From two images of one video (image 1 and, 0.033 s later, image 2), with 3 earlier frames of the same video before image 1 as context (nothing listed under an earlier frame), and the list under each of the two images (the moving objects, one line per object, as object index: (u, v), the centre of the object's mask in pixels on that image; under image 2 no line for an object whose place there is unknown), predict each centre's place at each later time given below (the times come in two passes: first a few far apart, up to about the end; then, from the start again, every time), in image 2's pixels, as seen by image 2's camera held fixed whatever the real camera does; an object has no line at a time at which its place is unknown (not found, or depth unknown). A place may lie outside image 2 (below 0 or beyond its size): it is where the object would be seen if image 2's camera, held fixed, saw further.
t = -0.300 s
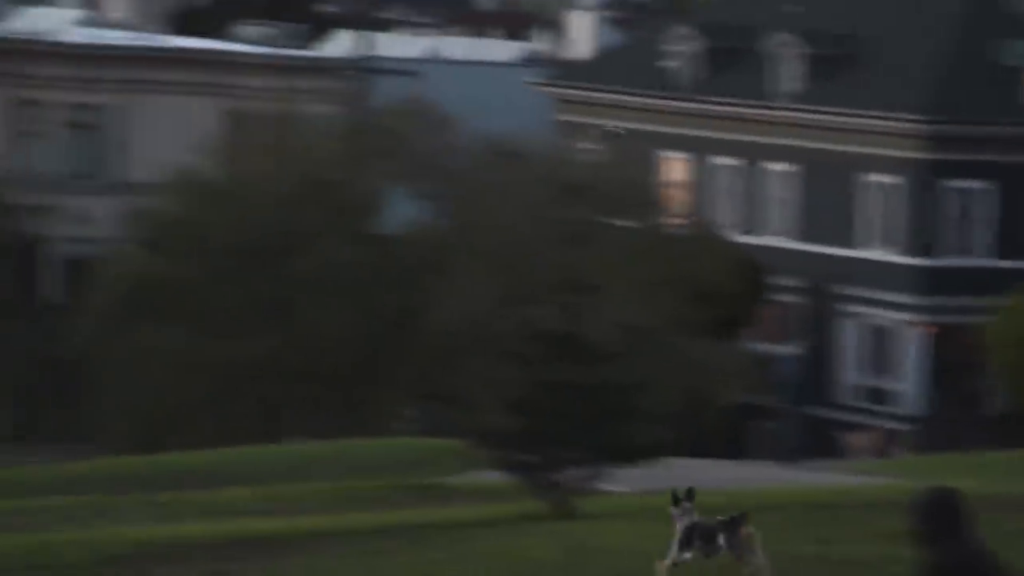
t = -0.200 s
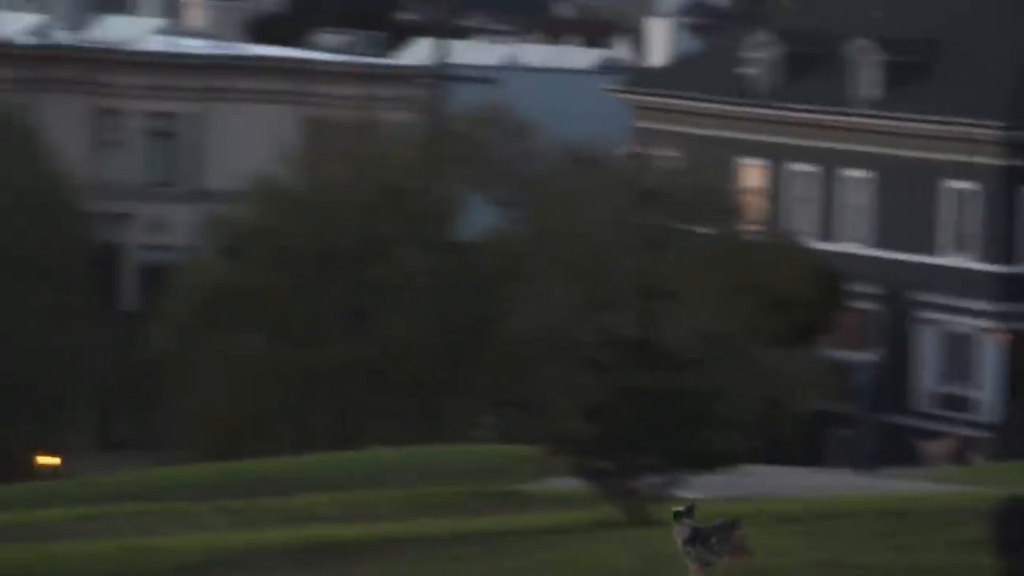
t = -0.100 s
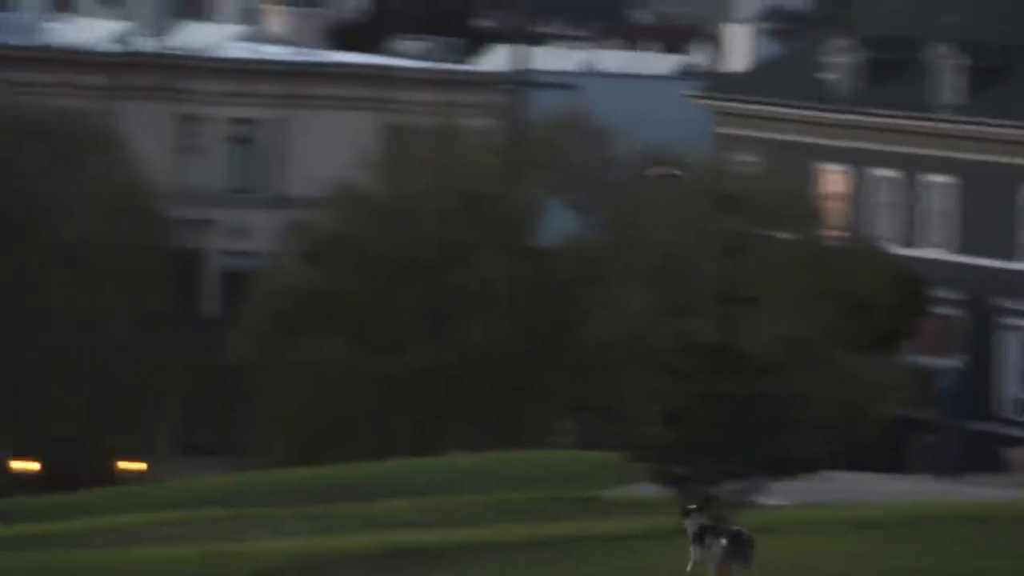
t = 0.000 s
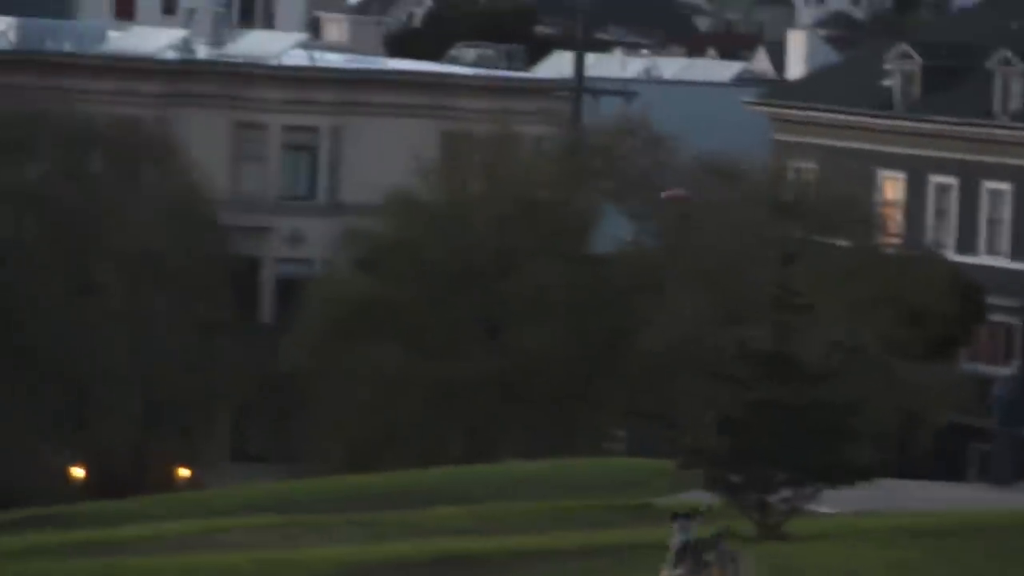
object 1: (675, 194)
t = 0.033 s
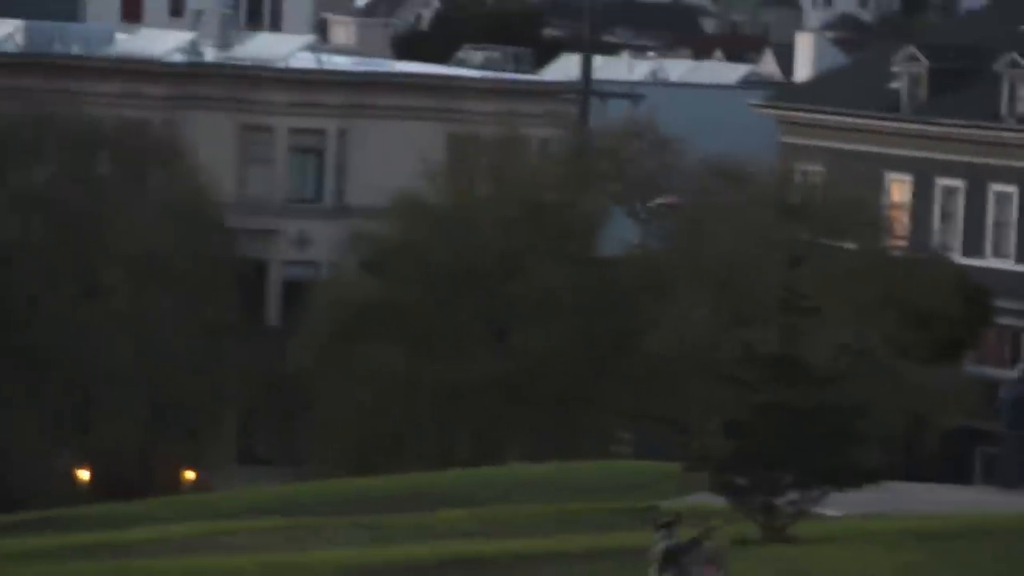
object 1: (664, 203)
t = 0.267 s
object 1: (575, 239)
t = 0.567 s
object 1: (457, 293)
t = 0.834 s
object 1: (359, 342)
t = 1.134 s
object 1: (246, 404)
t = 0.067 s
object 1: (649, 208)
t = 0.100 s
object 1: (640, 210)
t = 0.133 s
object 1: (622, 216)
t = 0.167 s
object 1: (610, 222)
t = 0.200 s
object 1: (593, 227)
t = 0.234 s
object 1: (584, 232)
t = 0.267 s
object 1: (575, 239)
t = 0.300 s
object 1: (557, 244)
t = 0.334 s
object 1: (545, 250)
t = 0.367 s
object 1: (533, 256)
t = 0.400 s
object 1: (519, 263)
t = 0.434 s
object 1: (507, 269)
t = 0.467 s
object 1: (494, 274)
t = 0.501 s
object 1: (483, 280)
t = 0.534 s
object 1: (469, 287)
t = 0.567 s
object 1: (457, 293)
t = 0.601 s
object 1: (444, 300)
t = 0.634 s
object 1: (432, 306)
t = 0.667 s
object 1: (420, 311)
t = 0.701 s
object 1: (408, 317)
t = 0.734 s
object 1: (396, 324)
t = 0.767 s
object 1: (385, 330)
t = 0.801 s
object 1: (373, 336)
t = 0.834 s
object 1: (359, 342)
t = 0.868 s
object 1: (346, 348)
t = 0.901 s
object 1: (335, 354)
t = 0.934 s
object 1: (321, 361)
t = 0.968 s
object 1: (311, 366)
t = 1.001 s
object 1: (298, 373)
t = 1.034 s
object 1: (284, 381)
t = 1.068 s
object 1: (272, 388)
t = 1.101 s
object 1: (258, 396)
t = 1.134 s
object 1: (246, 404)
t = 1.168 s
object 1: (233, 411)
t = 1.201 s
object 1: (220, 419)
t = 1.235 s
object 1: (207, 428)
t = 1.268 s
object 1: (193, 435)
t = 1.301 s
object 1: (181, 443)
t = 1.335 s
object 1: (166, 453)
